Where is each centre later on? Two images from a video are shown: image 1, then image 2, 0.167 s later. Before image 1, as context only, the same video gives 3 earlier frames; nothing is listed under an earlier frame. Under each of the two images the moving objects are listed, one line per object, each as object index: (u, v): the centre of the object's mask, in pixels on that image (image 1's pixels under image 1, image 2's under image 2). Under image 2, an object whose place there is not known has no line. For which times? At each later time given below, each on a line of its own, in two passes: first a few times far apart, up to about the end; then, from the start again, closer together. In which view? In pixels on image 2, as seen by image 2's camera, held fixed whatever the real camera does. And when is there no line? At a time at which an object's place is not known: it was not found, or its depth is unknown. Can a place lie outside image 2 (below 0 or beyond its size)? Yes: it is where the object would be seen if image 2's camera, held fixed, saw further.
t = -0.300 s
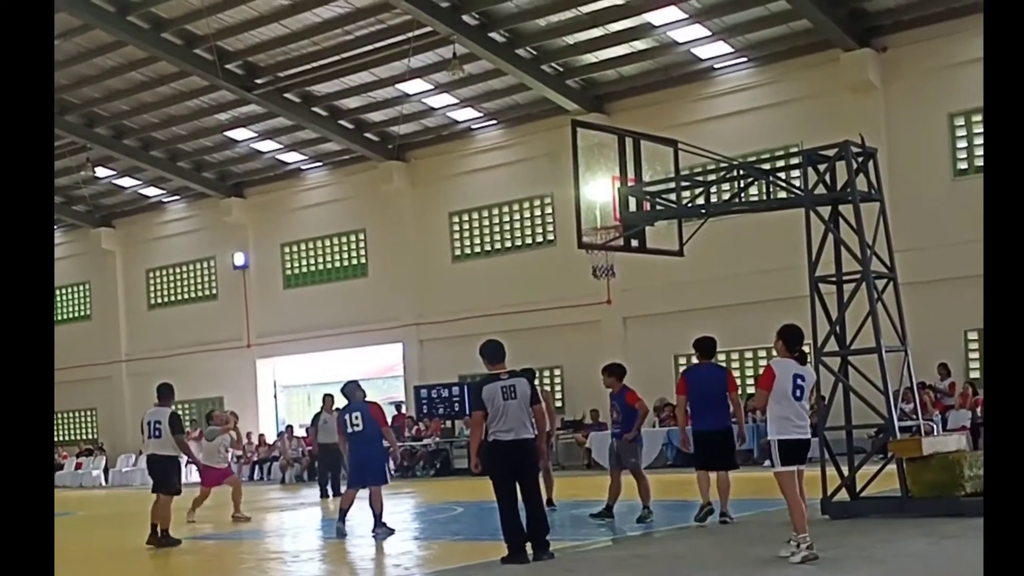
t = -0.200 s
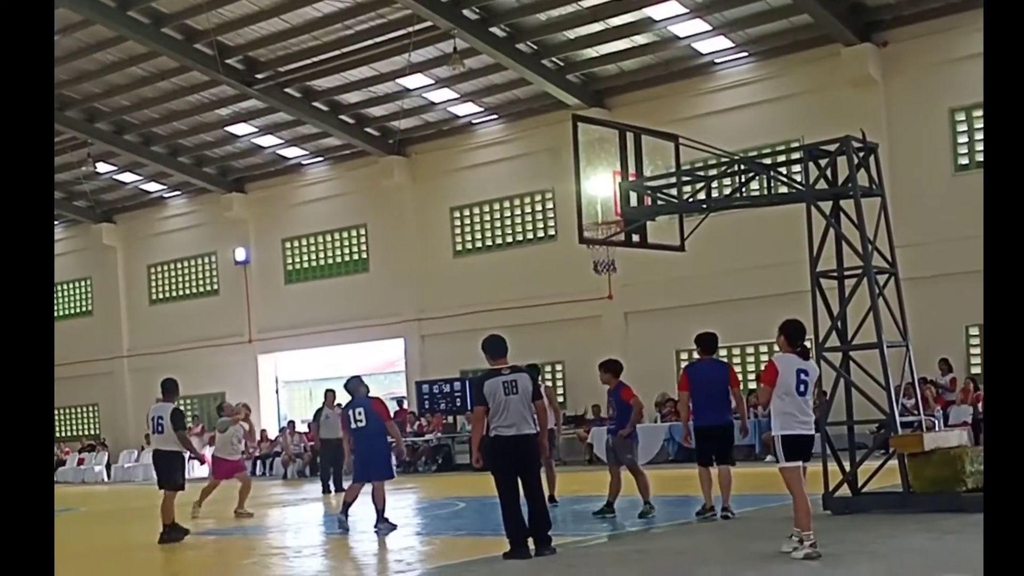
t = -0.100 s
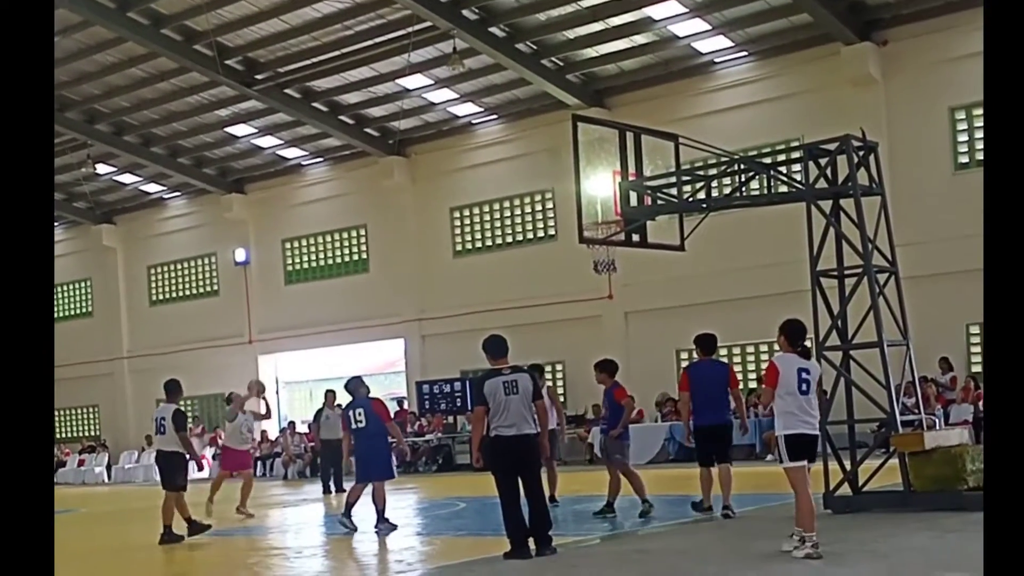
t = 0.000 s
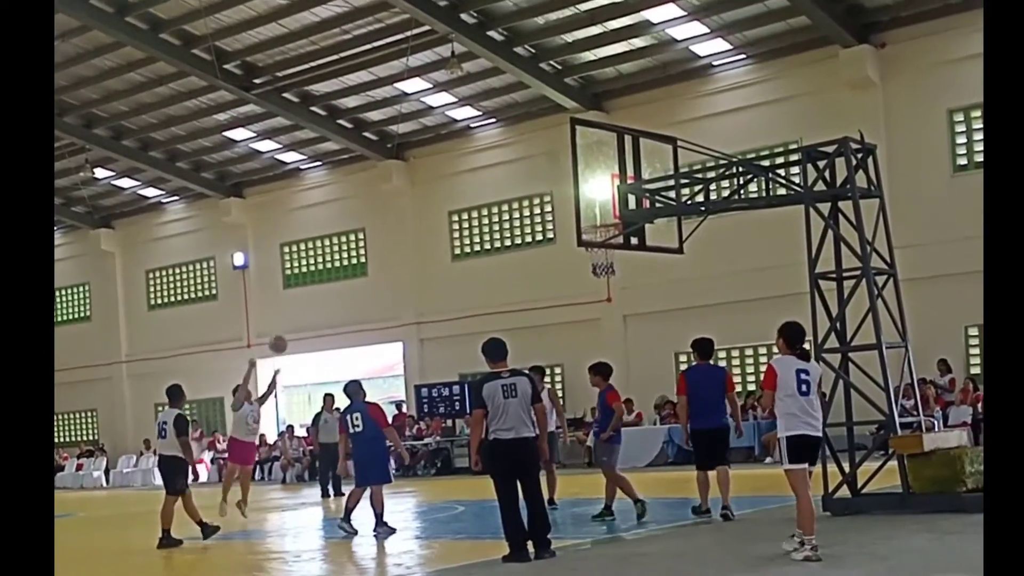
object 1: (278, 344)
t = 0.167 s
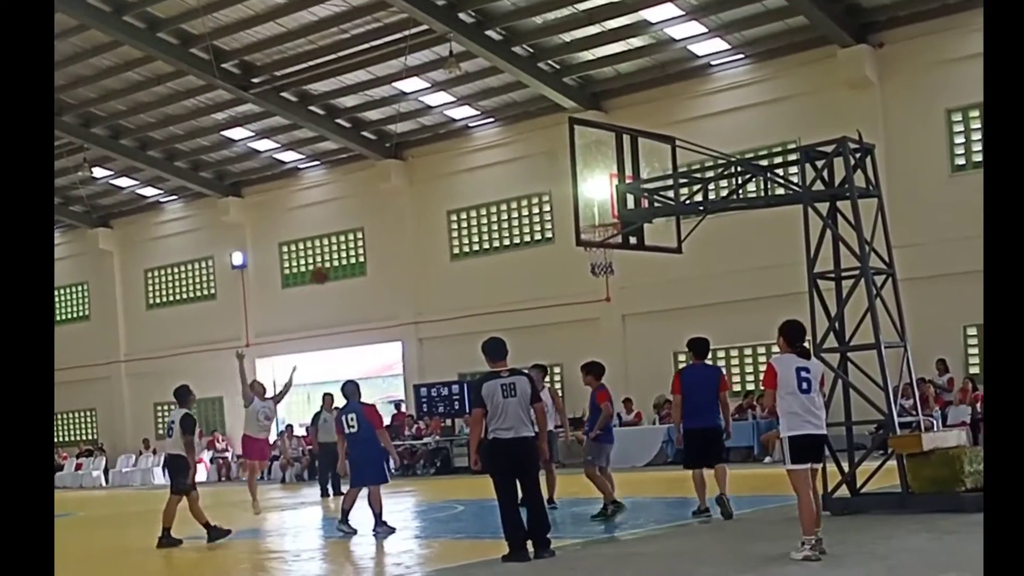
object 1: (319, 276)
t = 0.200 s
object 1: (328, 263)
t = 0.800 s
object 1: (518, 195)
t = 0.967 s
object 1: (565, 218)
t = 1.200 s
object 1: (543, 191)
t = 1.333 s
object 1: (529, 198)
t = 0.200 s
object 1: (328, 263)
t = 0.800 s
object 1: (518, 195)
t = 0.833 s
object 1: (530, 200)
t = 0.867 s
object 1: (544, 206)
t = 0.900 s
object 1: (556, 213)
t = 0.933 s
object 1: (566, 222)
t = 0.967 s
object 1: (565, 218)
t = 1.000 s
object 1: (563, 211)
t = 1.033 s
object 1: (561, 205)
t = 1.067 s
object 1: (557, 200)
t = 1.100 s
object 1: (553, 196)
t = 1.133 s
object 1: (550, 192)
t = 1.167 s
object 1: (546, 191)
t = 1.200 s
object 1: (543, 191)
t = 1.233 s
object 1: (538, 192)
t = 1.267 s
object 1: (536, 192)
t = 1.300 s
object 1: (532, 194)
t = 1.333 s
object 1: (529, 198)
